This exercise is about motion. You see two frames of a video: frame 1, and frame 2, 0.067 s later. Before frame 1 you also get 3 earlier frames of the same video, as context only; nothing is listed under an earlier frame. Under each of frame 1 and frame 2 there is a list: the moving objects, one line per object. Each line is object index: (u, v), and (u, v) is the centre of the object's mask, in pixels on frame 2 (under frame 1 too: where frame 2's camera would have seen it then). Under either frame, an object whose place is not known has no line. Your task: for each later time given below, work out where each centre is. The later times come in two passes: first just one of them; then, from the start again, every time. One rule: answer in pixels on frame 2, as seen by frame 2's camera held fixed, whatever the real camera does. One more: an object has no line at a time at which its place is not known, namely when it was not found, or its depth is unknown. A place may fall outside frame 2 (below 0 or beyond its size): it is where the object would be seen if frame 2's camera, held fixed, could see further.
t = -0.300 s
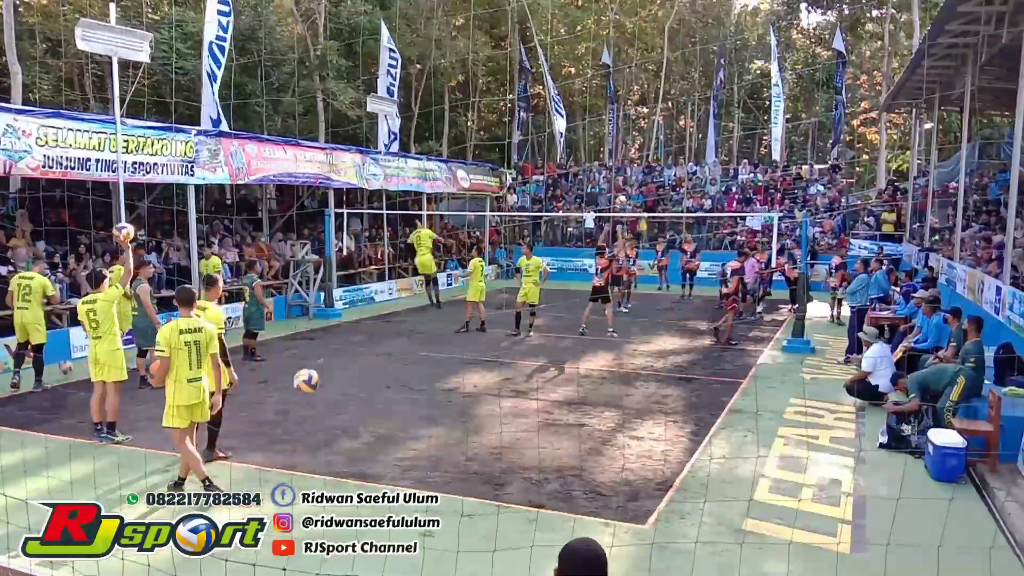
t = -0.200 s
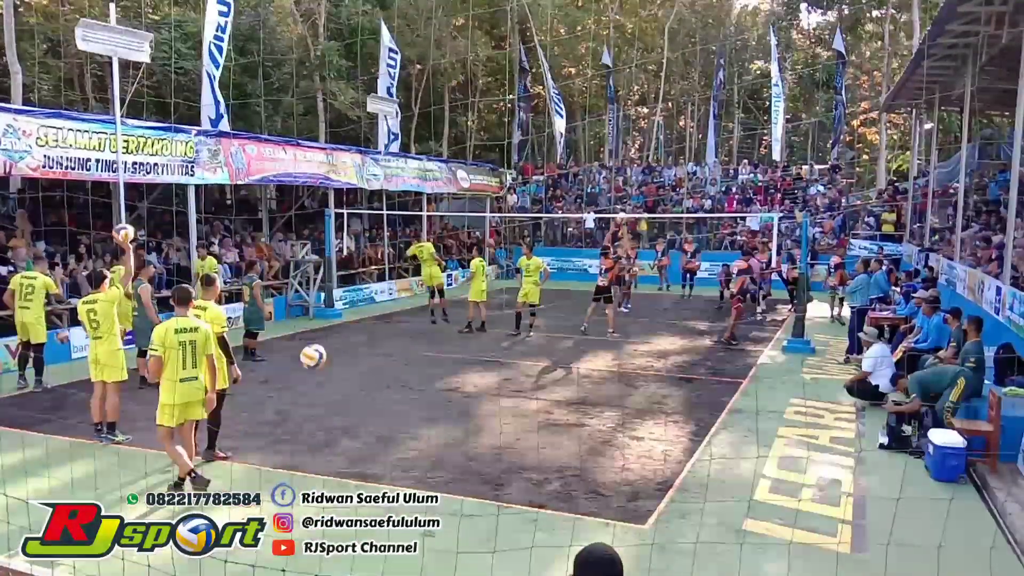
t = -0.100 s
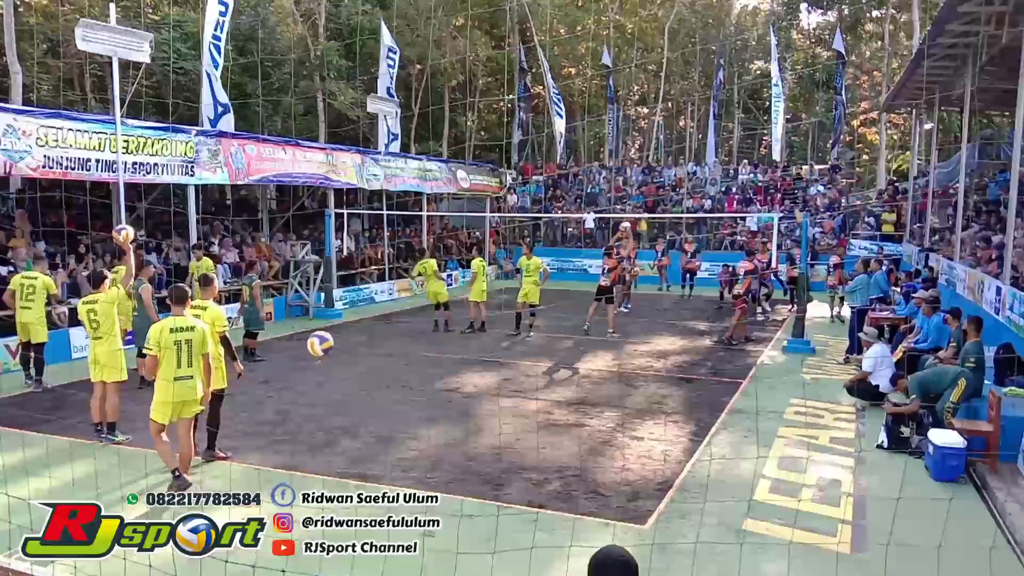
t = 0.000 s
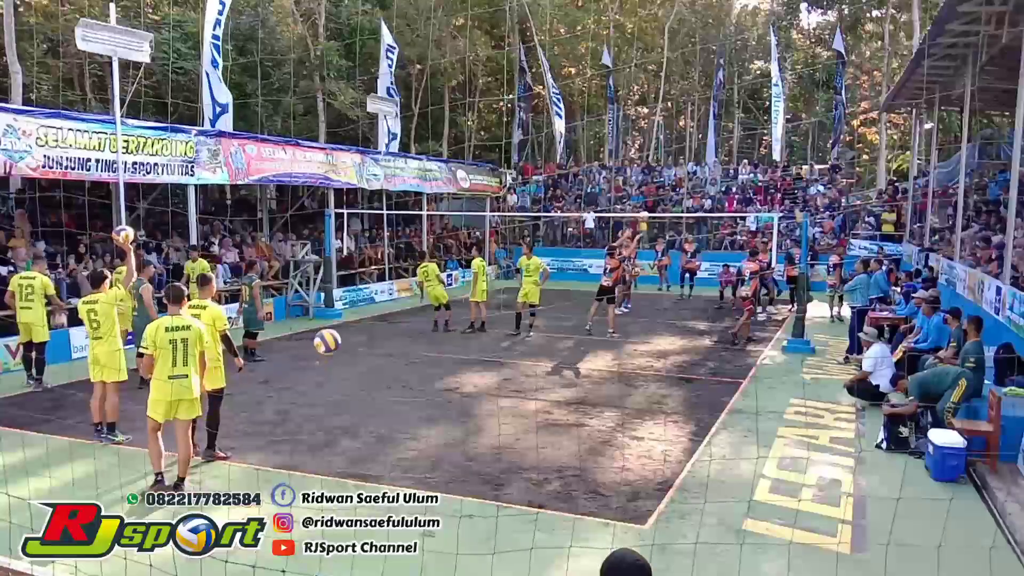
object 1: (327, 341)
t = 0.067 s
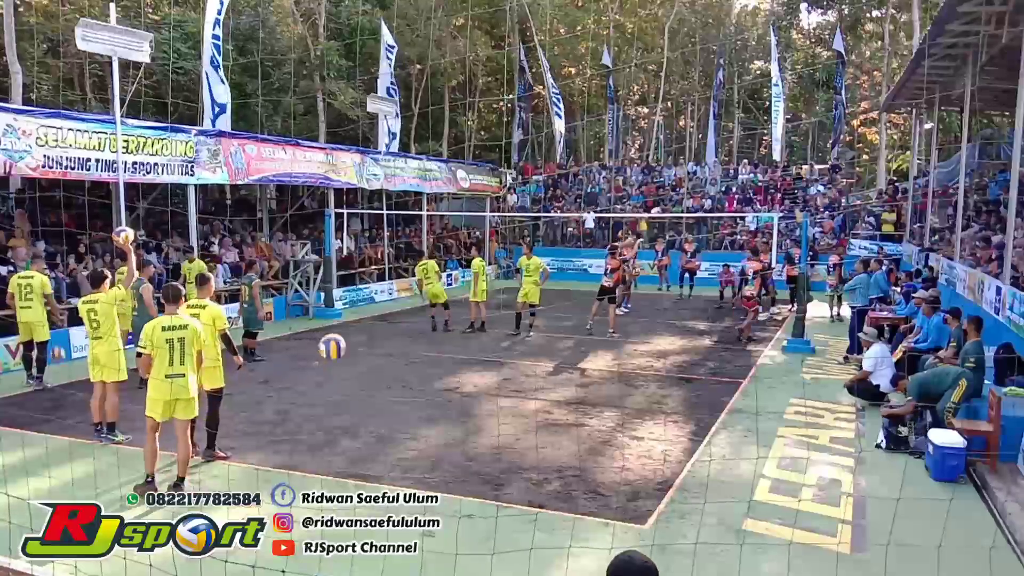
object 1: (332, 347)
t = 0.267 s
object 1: (347, 394)
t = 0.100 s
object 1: (334, 351)
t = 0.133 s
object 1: (337, 357)
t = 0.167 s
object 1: (339, 364)
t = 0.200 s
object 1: (342, 373)
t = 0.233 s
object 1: (345, 383)
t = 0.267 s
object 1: (347, 394)
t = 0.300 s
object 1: (350, 407)
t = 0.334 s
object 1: (352, 422)
